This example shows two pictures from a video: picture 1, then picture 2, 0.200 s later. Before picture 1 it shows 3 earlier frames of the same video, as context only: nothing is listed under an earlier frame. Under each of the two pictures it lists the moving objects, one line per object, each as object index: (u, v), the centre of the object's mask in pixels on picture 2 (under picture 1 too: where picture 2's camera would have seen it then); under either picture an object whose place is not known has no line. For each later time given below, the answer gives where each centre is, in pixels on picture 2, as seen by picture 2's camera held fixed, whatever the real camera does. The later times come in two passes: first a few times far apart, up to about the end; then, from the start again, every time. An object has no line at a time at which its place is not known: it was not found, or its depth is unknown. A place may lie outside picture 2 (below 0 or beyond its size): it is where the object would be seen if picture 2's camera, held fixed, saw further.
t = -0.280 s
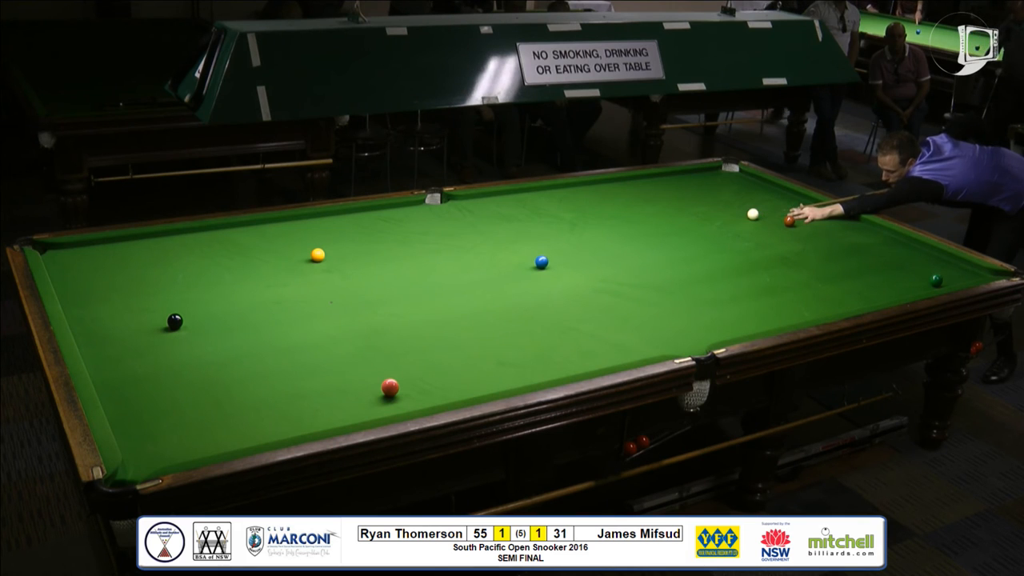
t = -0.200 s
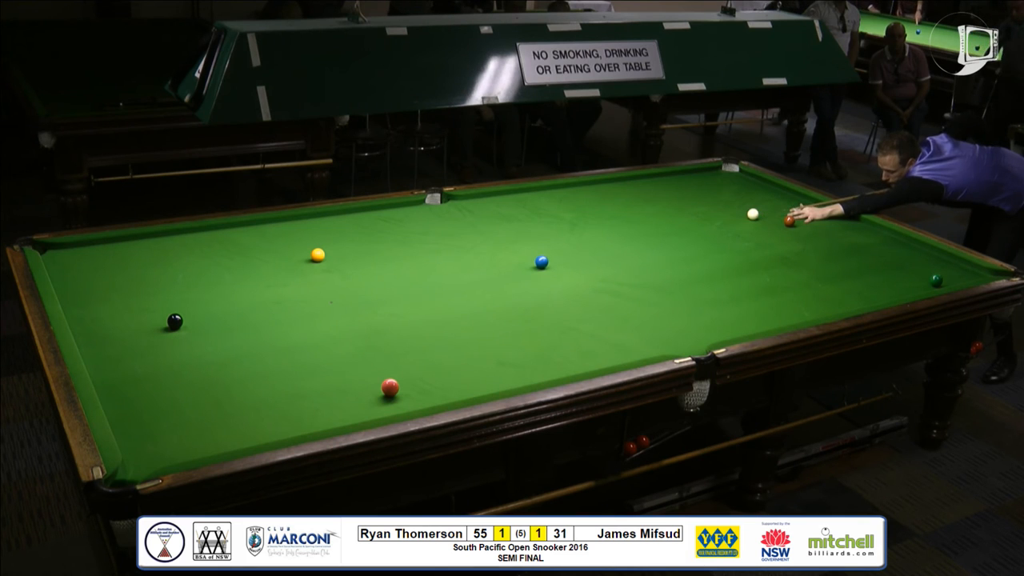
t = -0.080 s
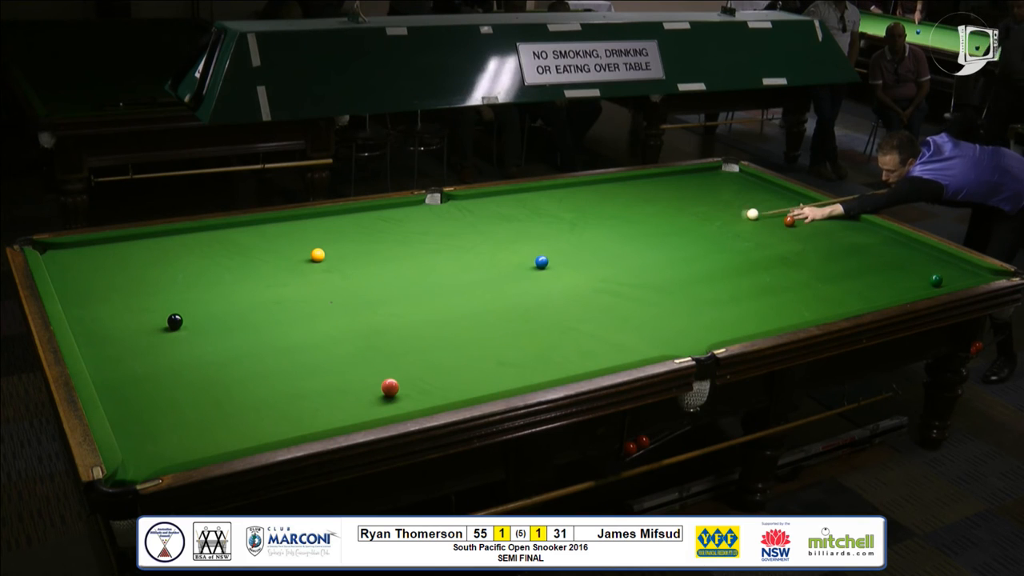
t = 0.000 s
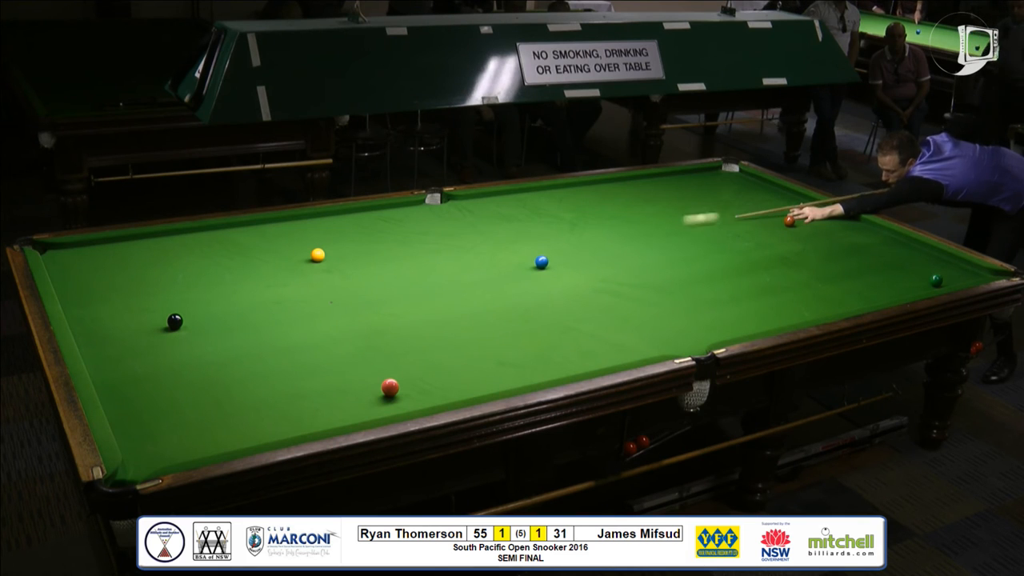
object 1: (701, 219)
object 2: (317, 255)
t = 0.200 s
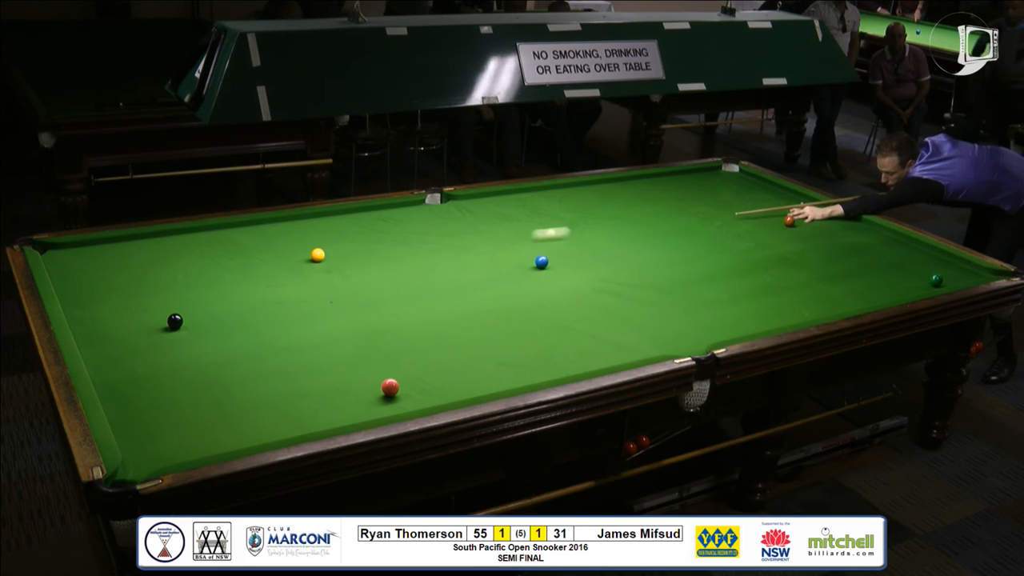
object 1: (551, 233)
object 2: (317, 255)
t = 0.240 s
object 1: (520, 237)
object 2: (317, 255)
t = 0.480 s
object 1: (346, 255)
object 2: (317, 255)
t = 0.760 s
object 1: (287, 284)
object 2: (195, 245)
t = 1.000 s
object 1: (236, 313)
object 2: (111, 240)
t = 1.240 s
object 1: (180, 344)
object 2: (56, 257)
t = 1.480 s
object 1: (116, 379)
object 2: (92, 264)
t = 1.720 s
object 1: (156, 393)
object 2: (140, 269)
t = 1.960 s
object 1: (221, 401)
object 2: (188, 274)
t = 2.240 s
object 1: (297, 410)
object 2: (241, 279)
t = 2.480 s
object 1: (360, 415)
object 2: (287, 284)
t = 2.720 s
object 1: (392, 401)
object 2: (333, 289)
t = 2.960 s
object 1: (420, 385)
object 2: (378, 293)
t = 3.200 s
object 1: (447, 374)
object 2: (421, 298)
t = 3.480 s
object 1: (475, 361)
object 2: (470, 304)
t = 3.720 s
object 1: (497, 352)
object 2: (511, 308)
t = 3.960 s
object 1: (516, 343)
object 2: (550, 312)
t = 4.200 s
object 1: (534, 335)
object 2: (588, 316)
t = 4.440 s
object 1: (550, 328)
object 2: (623, 321)
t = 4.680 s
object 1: (564, 322)
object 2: (658, 324)
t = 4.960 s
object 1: (579, 316)
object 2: (696, 328)
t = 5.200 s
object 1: (590, 311)
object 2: (726, 331)
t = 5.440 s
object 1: (600, 306)
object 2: (746, 329)
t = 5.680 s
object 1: (609, 303)
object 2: (750, 325)
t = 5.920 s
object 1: (616, 299)
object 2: (753, 319)
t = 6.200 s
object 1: (623, 296)
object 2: (757, 314)
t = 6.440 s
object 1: (628, 294)
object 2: (760, 310)
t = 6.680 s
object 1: (632, 292)
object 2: (761, 306)
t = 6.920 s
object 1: (634, 291)
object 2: (762, 303)
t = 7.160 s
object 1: (636, 290)
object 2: (764, 301)
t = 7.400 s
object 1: (637, 290)
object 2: (764, 299)
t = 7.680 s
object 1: (637, 289)
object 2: (764, 297)
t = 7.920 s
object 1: (637, 289)
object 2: (764, 296)
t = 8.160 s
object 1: (637, 289)
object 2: (764, 296)
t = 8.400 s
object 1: (637, 289)
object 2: (764, 296)
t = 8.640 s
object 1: (637, 289)
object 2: (764, 296)
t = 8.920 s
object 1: (637, 290)
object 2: (764, 296)
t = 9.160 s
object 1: (637, 290)
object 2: (764, 296)
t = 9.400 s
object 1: (637, 289)
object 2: (764, 295)
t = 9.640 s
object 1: (637, 289)
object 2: (765, 295)
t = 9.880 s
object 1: (637, 289)
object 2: (765, 295)
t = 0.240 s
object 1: (520, 237)
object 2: (317, 255)
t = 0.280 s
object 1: (490, 240)
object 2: (317, 255)
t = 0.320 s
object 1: (461, 243)
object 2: (317, 255)
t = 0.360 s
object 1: (431, 246)
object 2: (317, 255)
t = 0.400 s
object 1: (402, 249)
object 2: (317, 255)
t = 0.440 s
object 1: (374, 251)
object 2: (317, 255)
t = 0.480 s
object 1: (346, 255)
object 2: (317, 255)
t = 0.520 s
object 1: (328, 258)
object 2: (307, 253)
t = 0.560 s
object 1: (324, 263)
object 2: (286, 252)
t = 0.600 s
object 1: (318, 267)
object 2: (265, 250)
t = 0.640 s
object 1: (311, 271)
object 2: (246, 249)
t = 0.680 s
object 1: (304, 275)
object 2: (228, 248)
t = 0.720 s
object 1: (295, 280)
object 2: (211, 247)
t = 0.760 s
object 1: (287, 284)
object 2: (195, 245)
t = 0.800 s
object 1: (279, 289)
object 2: (179, 244)
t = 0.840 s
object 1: (271, 293)
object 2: (165, 243)
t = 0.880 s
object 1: (262, 298)
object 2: (151, 242)
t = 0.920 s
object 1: (254, 303)
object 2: (137, 241)
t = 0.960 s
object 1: (245, 307)
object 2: (123, 240)
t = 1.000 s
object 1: (236, 313)
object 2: (111, 240)
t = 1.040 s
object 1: (227, 318)
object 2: (102, 243)
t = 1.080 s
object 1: (218, 323)
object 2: (93, 246)
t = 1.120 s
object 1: (209, 328)
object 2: (84, 248)
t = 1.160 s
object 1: (199, 333)
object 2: (75, 251)
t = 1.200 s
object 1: (189, 339)
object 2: (65, 254)
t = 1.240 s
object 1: (180, 344)
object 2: (56, 257)
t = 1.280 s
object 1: (169, 350)
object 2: (50, 259)
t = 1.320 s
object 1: (159, 356)
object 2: (59, 260)
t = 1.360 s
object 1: (149, 361)
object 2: (68, 261)
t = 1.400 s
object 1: (138, 367)
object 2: (76, 262)
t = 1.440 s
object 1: (127, 373)
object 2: (84, 263)
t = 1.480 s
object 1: (116, 379)
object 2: (92, 264)
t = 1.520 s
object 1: (106, 386)
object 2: (100, 265)
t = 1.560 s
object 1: (111, 388)
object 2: (108, 266)
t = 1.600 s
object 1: (123, 389)
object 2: (116, 266)
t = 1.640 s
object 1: (134, 390)
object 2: (124, 267)
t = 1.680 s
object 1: (146, 392)
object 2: (132, 268)
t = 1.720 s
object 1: (156, 393)
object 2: (140, 269)
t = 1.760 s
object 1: (167, 395)
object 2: (147, 270)
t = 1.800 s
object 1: (178, 396)
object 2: (156, 271)
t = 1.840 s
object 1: (190, 397)
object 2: (164, 272)
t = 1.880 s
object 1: (200, 398)
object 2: (172, 272)
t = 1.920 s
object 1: (211, 400)
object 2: (179, 273)
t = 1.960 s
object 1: (221, 401)
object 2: (188, 274)
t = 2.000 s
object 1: (232, 402)
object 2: (195, 274)
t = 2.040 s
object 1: (243, 403)
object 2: (203, 275)
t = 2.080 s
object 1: (254, 405)
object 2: (210, 276)
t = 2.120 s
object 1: (265, 406)
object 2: (218, 277)
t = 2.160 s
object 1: (276, 407)
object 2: (226, 278)
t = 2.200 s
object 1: (287, 409)
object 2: (234, 279)
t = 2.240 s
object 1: (297, 410)
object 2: (241, 279)
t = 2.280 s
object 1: (308, 411)
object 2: (249, 280)
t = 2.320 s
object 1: (319, 413)
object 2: (258, 281)
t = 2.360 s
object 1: (330, 414)
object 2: (265, 282)
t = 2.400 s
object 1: (340, 415)
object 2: (273, 283)
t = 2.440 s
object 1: (350, 415)
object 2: (280, 283)
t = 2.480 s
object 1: (360, 415)
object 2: (287, 284)
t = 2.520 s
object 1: (370, 414)
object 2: (296, 285)
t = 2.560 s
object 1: (375, 411)
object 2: (303, 285)
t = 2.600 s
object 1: (379, 409)
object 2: (311, 286)
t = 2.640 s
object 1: (383, 407)
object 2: (319, 287)
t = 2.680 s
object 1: (388, 404)
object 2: (326, 288)
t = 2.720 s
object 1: (392, 401)
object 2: (333, 289)
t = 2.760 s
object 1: (396, 397)
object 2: (341, 290)
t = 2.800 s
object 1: (400, 394)
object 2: (348, 290)
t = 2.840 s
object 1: (405, 392)
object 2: (356, 291)
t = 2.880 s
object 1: (411, 390)
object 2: (363, 292)
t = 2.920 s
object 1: (415, 387)
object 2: (370, 293)
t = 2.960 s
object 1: (420, 385)
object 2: (378, 293)
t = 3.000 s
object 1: (425, 383)
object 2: (385, 294)
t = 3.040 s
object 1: (429, 381)
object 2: (392, 295)
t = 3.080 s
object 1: (434, 379)
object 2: (399, 296)
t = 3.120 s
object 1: (438, 377)
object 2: (407, 297)
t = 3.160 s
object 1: (443, 375)
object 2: (414, 297)
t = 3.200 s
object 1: (447, 374)
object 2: (421, 298)
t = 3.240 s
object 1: (451, 372)
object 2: (428, 299)
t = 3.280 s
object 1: (455, 370)
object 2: (435, 300)
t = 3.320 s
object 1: (460, 368)
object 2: (442, 300)
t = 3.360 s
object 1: (464, 366)
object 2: (449, 301)
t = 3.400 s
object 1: (467, 365)
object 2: (456, 302)
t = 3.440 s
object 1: (471, 363)
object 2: (463, 303)
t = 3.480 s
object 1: (475, 361)
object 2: (470, 304)
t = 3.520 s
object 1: (479, 359)
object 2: (477, 304)
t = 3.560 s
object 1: (483, 358)
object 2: (483, 305)
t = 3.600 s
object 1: (486, 356)
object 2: (490, 306)
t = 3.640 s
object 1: (490, 355)
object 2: (497, 306)
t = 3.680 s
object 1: (493, 353)
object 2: (504, 307)
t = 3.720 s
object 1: (497, 352)
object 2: (511, 308)
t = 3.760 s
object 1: (500, 350)
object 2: (517, 309)
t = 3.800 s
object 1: (504, 349)
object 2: (524, 310)
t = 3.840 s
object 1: (507, 347)
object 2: (531, 310)
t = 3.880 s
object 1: (510, 346)
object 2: (537, 311)
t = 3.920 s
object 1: (513, 344)
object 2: (543, 312)
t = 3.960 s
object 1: (516, 343)
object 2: (550, 312)
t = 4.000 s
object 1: (519, 342)
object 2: (556, 313)
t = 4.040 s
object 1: (523, 340)
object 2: (563, 314)
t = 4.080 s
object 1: (525, 339)
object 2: (569, 314)
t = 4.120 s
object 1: (528, 338)
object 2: (575, 315)
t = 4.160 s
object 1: (531, 336)
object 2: (581, 316)
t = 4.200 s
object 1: (534, 335)
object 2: (588, 316)
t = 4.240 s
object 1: (537, 334)
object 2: (594, 317)
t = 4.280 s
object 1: (540, 333)
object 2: (600, 318)
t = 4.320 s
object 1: (542, 332)
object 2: (606, 319)
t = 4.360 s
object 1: (545, 331)
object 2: (611, 319)
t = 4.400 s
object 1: (547, 329)
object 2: (618, 320)
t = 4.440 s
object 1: (550, 328)
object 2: (623, 321)
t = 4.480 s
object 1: (552, 327)
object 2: (630, 321)
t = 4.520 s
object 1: (555, 326)
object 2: (636, 322)
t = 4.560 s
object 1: (557, 325)
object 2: (641, 322)
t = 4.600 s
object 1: (560, 324)
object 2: (647, 323)
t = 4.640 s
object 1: (562, 323)
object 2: (652, 324)
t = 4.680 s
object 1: (564, 322)
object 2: (658, 324)
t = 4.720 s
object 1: (567, 321)
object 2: (664, 325)
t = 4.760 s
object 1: (569, 320)
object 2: (669, 326)
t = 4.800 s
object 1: (571, 319)
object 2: (674, 326)
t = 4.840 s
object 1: (573, 318)
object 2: (680, 327)
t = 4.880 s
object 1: (575, 317)
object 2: (685, 327)
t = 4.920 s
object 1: (577, 317)
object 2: (691, 328)
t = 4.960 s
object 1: (579, 316)
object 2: (696, 328)
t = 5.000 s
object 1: (581, 315)
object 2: (701, 329)
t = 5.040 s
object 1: (583, 314)
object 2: (706, 330)
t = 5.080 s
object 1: (585, 313)
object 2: (711, 330)
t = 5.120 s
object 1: (587, 312)
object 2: (716, 331)
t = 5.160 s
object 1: (588, 312)
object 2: (721, 331)
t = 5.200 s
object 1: (590, 311)
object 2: (726, 331)
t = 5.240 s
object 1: (592, 310)
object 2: (731, 331)
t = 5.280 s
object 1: (594, 309)
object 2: (736, 331)
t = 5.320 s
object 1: (595, 309)
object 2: (740, 331)
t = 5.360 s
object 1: (597, 308)
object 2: (744, 331)
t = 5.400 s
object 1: (598, 307)
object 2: (745, 330)
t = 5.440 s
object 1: (600, 306)
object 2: (746, 329)
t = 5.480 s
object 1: (601, 306)
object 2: (747, 328)
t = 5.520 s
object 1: (603, 305)
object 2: (747, 328)
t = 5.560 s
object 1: (604, 304)
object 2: (748, 327)
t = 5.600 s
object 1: (606, 304)
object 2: (749, 326)
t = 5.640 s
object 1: (607, 303)
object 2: (749, 326)
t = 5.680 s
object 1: (609, 303)
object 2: (750, 325)
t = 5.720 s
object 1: (610, 302)
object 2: (751, 324)
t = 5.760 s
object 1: (611, 302)
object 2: (751, 323)
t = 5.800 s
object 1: (613, 301)
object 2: (752, 322)
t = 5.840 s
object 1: (614, 300)
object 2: (752, 321)
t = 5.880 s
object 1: (615, 300)
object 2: (753, 320)
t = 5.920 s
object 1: (616, 299)
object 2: (753, 319)
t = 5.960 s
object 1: (617, 299)
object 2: (754, 319)
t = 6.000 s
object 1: (618, 298)
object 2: (754, 318)
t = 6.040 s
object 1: (619, 298)
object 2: (755, 317)
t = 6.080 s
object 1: (620, 297)
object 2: (755, 316)
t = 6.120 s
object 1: (621, 297)
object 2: (756, 315)
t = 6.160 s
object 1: (622, 297)
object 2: (757, 315)
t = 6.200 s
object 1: (623, 296)
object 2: (757, 314)
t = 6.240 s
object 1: (624, 296)
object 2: (757, 313)
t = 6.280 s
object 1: (625, 296)
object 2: (758, 312)
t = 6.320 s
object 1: (625, 295)
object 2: (759, 311)
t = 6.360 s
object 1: (626, 294)
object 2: (759, 311)
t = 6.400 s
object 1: (627, 294)
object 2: (759, 310)
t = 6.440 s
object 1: (628, 294)
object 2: (760, 310)
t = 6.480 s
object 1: (628, 294)
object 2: (760, 309)
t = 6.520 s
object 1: (629, 293)
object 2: (760, 309)
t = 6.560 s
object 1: (630, 293)
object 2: (760, 308)
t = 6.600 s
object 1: (630, 293)
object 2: (761, 307)
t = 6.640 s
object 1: (631, 293)
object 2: (761, 307)
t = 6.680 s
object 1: (632, 292)
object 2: (761, 306)
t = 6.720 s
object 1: (632, 292)
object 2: (762, 305)
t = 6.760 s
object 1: (632, 292)
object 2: (762, 305)
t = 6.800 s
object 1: (633, 292)
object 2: (762, 304)
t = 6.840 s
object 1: (633, 292)
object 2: (762, 304)
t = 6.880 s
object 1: (634, 291)
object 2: (762, 303)
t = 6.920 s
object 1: (634, 291)
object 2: (762, 303)
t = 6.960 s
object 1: (634, 291)
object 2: (763, 303)
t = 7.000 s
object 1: (635, 291)
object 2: (763, 302)
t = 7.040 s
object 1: (635, 291)
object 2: (763, 302)
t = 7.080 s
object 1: (636, 290)
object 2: (763, 301)
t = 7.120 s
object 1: (636, 290)
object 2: (763, 301)
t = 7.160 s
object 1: (636, 290)
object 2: (764, 301)
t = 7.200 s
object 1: (636, 290)
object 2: (764, 300)
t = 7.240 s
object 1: (637, 290)
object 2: (764, 300)
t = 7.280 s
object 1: (637, 290)
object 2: (764, 300)
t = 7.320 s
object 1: (637, 290)
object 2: (764, 299)
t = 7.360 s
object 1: (637, 290)
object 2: (764, 299)
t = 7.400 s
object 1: (637, 290)
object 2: (764, 299)
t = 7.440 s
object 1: (637, 290)
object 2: (764, 298)
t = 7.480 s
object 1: (637, 290)
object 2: (764, 298)
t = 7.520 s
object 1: (637, 289)
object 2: (764, 298)
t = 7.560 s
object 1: (637, 289)
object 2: (764, 297)
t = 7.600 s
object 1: (637, 289)
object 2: (764, 297)
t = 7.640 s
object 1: (637, 289)
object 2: (764, 297)
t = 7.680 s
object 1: (637, 289)
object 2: (764, 297)
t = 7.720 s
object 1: (637, 289)
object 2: (764, 297)
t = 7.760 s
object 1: (637, 289)
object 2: (764, 297)
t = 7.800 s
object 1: (637, 289)
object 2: (764, 296)
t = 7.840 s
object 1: (637, 289)
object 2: (764, 296)
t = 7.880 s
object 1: (637, 289)
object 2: (764, 296)
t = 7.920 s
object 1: (637, 289)
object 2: (764, 296)
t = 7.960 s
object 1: (637, 289)
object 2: (764, 296)
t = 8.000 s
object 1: (637, 289)
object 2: (765, 296)
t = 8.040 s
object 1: (637, 289)
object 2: (764, 296)
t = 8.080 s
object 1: (637, 289)
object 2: (764, 296)
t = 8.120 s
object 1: (637, 289)
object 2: (764, 296)
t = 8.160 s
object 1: (637, 289)
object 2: (764, 296)
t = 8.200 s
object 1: (637, 289)
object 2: (764, 296)
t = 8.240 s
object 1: (637, 289)
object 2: (764, 296)
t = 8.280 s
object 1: (637, 289)
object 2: (764, 296)
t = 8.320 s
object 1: (637, 289)
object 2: (764, 296)
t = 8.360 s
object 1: (637, 289)
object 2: (764, 296)
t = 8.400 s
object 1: (637, 289)
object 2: (764, 296)
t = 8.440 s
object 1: (637, 289)
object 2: (764, 296)
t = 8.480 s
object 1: (637, 289)
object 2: (764, 296)
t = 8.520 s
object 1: (637, 289)
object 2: (764, 296)
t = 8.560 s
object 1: (637, 289)
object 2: (764, 296)
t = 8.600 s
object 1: (637, 289)
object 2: (764, 296)
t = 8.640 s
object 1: (637, 289)
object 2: (764, 296)
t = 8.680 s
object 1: (637, 289)
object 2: (764, 296)
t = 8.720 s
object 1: (637, 289)
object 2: (764, 296)
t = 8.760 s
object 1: (637, 290)
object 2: (764, 296)
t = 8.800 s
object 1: (637, 290)
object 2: (764, 296)
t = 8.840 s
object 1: (637, 290)
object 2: (764, 296)
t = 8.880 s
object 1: (637, 290)
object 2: (764, 296)
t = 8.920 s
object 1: (637, 290)
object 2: (764, 296)
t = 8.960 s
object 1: (637, 290)
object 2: (764, 296)
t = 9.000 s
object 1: (637, 290)
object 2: (764, 296)
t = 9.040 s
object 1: (637, 289)
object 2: (764, 296)
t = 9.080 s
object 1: (637, 289)
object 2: (764, 296)
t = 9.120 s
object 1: (637, 289)
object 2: (764, 296)
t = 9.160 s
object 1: (637, 290)
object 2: (764, 296)
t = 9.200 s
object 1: (637, 290)
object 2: (764, 296)
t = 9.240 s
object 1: (637, 289)
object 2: (764, 296)
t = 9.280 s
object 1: (637, 289)
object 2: (764, 295)
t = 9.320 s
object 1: (637, 289)
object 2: (765, 295)
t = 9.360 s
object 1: (637, 289)
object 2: (765, 295)
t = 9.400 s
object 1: (637, 289)
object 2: (764, 295)
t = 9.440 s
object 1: (637, 289)
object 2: (765, 295)
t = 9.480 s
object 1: (637, 289)
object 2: (764, 295)
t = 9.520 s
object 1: (637, 289)
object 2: (765, 295)
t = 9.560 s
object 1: (637, 289)
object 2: (765, 295)
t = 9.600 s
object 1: (637, 289)
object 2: (764, 295)
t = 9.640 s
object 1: (637, 289)
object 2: (765, 295)
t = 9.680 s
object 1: (637, 289)
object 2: (765, 295)
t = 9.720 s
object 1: (637, 289)
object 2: (765, 295)
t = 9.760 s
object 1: (637, 289)
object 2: (765, 295)
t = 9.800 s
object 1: (637, 289)
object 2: (764, 295)
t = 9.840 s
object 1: (637, 289)
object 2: (765, 295)
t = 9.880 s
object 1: (637, 289)
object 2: (765, 295)
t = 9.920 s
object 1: (637, 289)
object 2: (765, 295)
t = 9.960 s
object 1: (637, 289)
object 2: (765, 295)
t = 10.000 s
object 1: (637, 289)
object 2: (765, 295)
